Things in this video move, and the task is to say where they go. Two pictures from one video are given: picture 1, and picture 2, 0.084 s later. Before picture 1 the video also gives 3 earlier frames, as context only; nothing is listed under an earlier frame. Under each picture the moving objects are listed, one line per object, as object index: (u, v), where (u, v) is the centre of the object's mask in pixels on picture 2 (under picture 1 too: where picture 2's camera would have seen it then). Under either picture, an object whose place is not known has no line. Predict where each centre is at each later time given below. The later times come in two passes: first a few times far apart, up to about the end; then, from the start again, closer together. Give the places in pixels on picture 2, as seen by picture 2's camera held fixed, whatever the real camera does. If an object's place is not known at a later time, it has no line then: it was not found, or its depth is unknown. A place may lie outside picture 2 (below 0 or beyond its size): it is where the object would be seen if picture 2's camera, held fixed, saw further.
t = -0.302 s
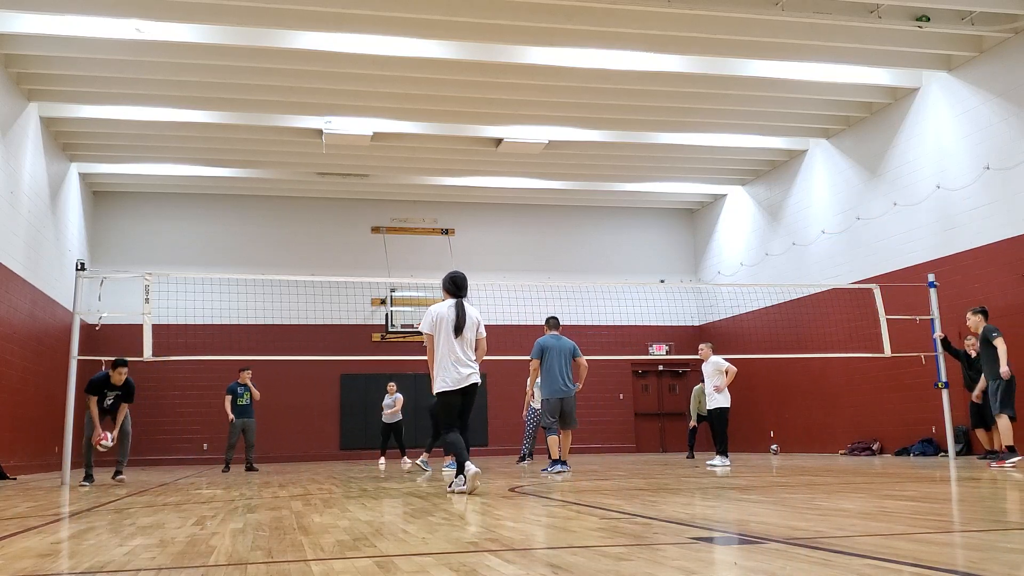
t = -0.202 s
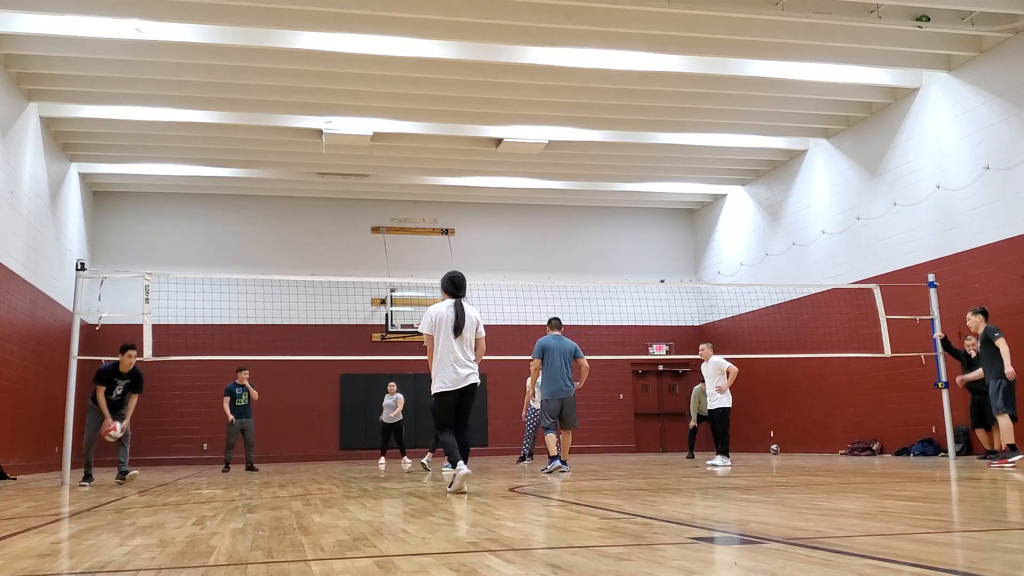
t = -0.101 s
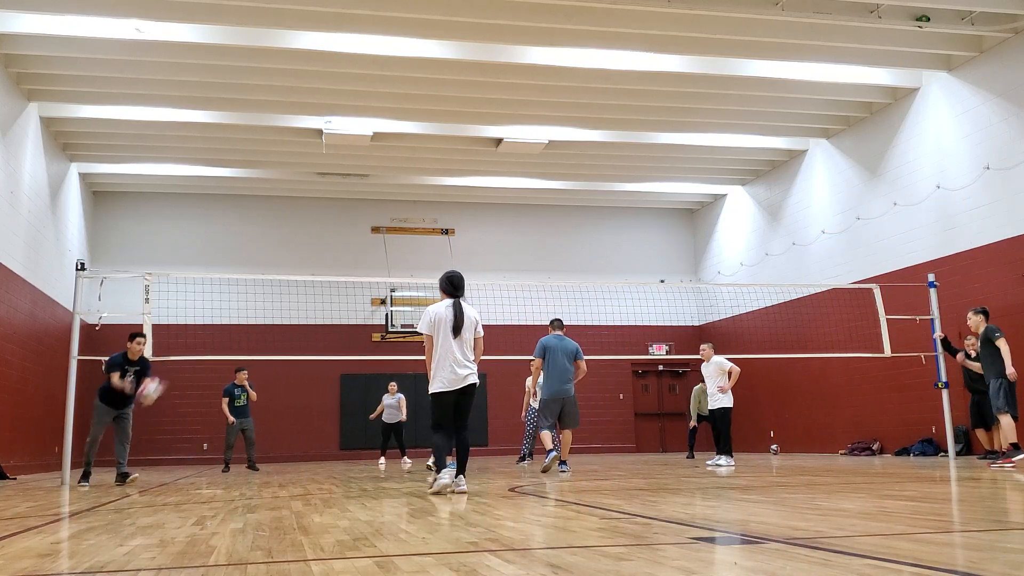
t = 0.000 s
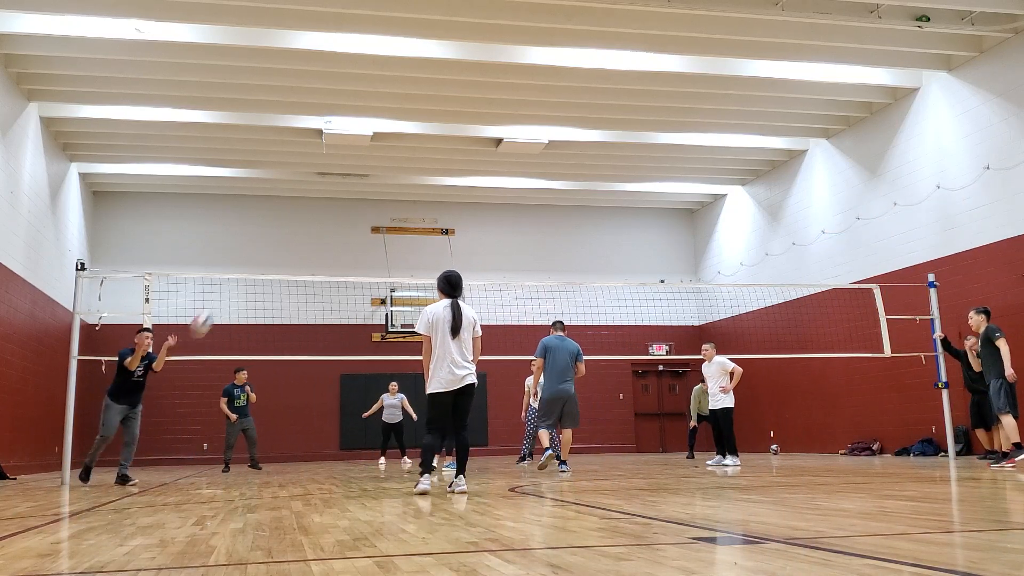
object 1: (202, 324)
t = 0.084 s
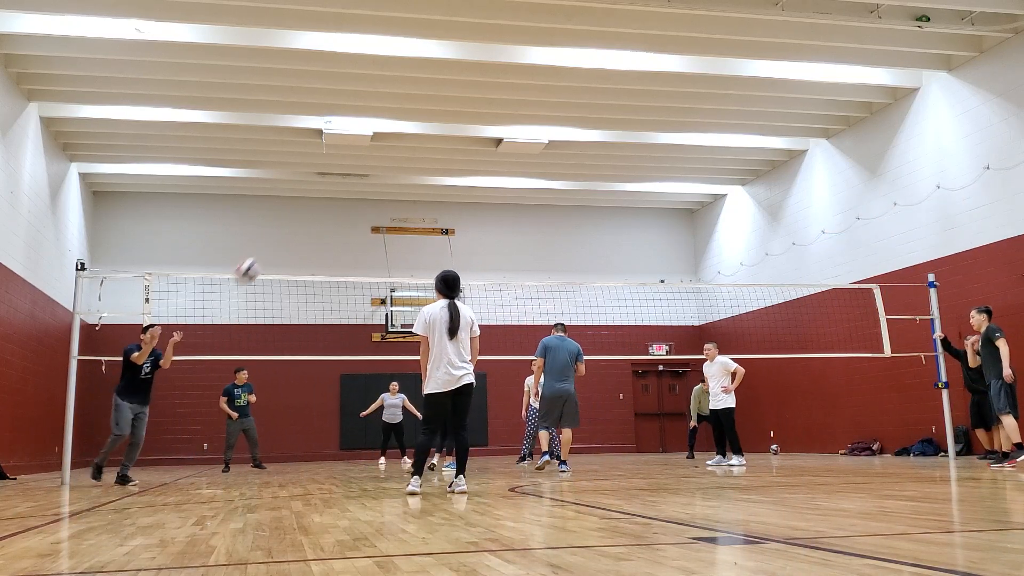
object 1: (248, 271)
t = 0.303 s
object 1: (377, 161)
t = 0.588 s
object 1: (588, 81)
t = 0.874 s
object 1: (890, 104)
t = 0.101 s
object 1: (257, 260)
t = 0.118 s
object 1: (267, 252)
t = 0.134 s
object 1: (276, 242)
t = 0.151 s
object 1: (286, 233)
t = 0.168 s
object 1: (296, 224)
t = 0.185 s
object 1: (306, 215)
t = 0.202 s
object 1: (315, 207)
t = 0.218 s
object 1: (325, 198)
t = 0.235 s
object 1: (335, 190)
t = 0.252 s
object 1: (345, 183)
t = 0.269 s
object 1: (356, 175)
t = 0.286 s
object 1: (367, 168)
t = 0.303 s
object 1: (377, 161)
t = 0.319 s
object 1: (388, 154)
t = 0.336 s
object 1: (399, 147)
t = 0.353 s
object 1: (409, 143)
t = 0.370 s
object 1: (421, 136)
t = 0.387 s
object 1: (434, 129)
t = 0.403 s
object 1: (445, 123)
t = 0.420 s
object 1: (457, 117)
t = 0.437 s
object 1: (469, 112)
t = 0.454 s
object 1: (480, 107)
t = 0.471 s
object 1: (493, 103)
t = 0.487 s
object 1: (505, 99)
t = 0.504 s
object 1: (519, 95)
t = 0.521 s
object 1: (532, 91)
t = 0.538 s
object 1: (546, 88)
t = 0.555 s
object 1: (560, 85)
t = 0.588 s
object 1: (588, 81)
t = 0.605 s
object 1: (601, 80)
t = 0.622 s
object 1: (617, 80)
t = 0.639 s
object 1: (634, 79)
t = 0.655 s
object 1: (650, 78)
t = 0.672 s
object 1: (667, 77)
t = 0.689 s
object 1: (683, 76)
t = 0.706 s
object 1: (700, 77)
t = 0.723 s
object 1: (717, 78)
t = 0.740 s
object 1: (733, 78)
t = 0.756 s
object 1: (751, 81)
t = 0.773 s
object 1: (769, 84)
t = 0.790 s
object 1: (789, 87)
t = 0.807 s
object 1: (809, 91)
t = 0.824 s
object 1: (828, 94)
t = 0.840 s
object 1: (848, 96)
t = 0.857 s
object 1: (870, 100)
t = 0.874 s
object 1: (890, 104)
